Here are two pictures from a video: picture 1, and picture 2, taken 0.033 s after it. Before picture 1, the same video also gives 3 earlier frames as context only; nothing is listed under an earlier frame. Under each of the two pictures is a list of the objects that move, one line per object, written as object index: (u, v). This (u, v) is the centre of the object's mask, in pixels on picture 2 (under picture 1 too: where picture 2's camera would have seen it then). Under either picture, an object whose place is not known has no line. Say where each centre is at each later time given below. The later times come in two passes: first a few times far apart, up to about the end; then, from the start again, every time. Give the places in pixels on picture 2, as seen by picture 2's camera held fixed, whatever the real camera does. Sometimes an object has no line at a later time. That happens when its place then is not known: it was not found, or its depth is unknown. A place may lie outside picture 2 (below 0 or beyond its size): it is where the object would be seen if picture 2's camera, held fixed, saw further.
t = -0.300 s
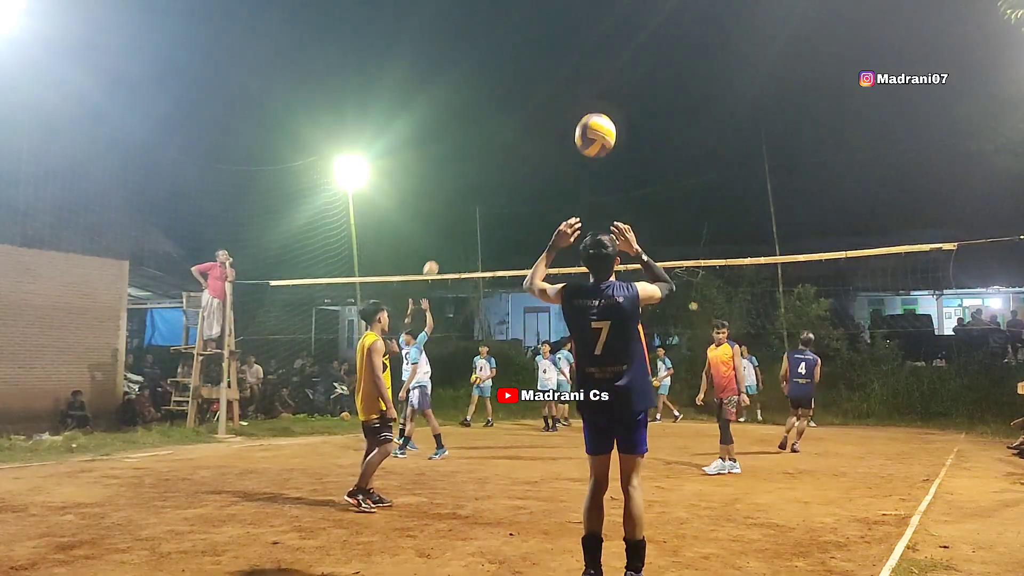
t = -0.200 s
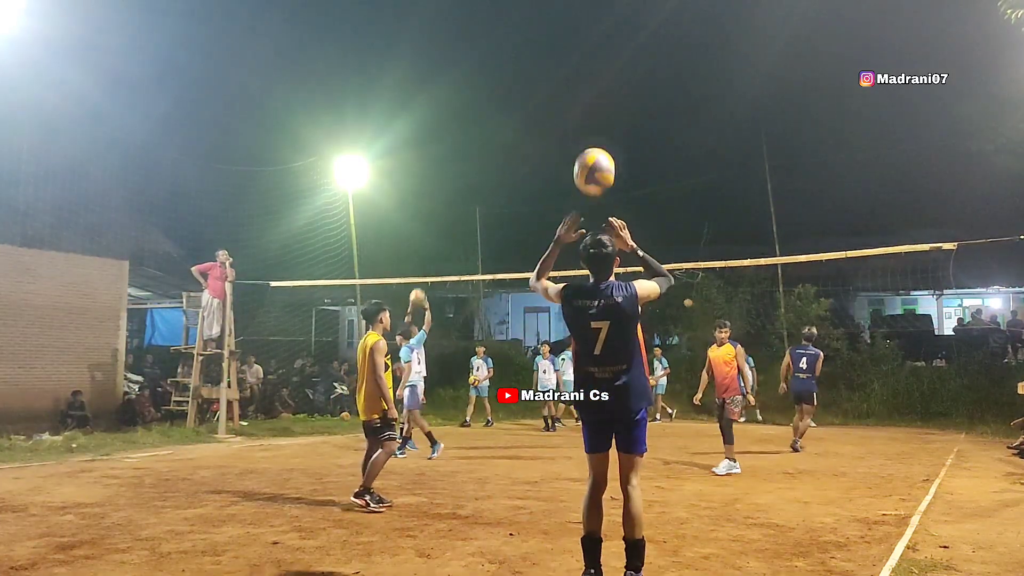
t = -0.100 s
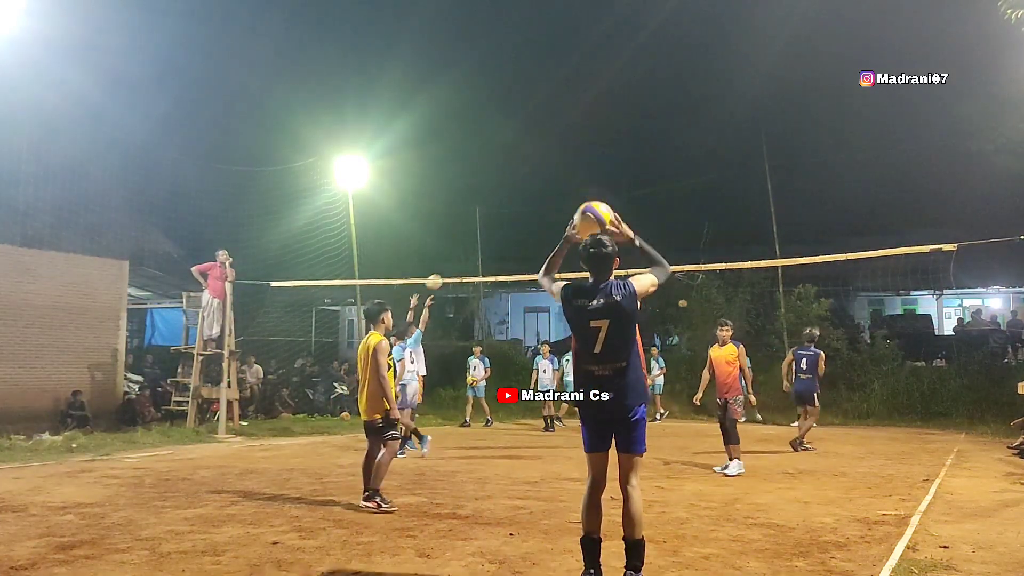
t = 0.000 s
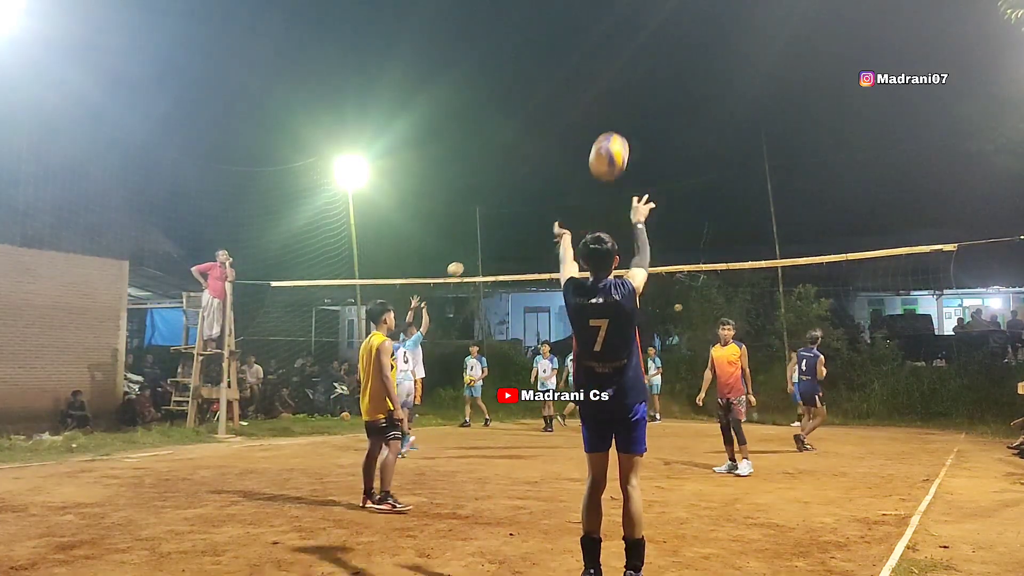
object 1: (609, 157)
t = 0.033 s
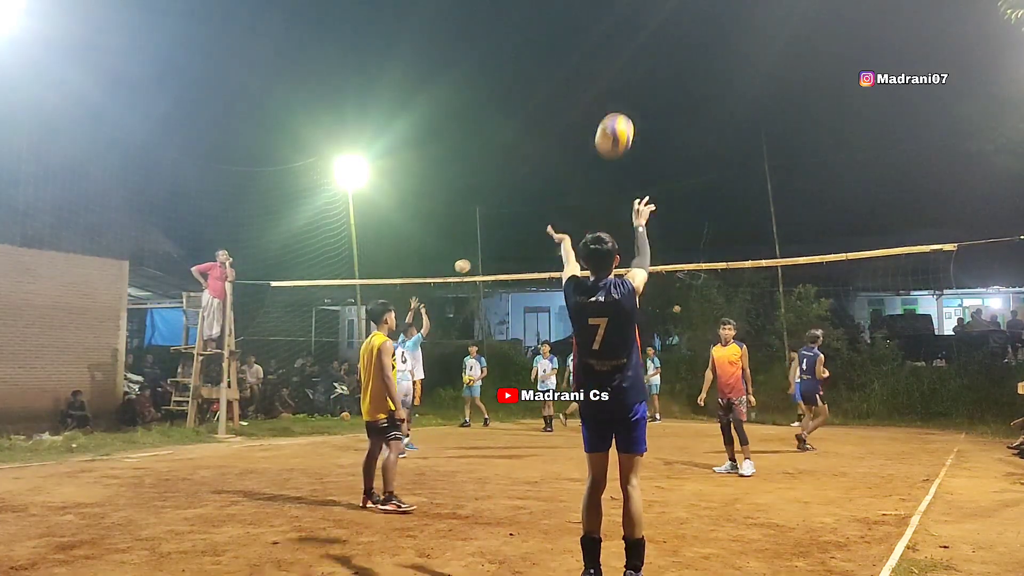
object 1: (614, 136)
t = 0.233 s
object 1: (641, 68)
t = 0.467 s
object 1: (666, 67)
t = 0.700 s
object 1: (685, 121)
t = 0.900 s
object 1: (699, 198)
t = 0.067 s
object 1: (619, 118)
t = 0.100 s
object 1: (624, 104)
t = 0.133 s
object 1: (629, 92)
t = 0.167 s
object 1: (633, 82)
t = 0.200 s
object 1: (637, 74)
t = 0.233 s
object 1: (641, 68)
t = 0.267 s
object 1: (645, 63)
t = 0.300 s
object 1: (649, 61)
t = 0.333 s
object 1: (652, 59)
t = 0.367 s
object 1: (656, 59)
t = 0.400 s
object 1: (659, 60)
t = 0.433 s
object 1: (662, 63)
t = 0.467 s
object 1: (666, 67)
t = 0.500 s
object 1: (668, 72)
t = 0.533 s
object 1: (672, 78)
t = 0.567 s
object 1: (675, 85)
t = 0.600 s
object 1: (677, 92)
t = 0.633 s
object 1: (680, 101)
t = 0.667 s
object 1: (683, 111)
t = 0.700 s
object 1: (685, 121)
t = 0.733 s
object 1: (687, 132)
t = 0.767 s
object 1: (690, 144)
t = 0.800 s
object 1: (692, 156)
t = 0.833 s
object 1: (694, 170)
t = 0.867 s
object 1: (696, 184)
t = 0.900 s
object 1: (699, 198)
